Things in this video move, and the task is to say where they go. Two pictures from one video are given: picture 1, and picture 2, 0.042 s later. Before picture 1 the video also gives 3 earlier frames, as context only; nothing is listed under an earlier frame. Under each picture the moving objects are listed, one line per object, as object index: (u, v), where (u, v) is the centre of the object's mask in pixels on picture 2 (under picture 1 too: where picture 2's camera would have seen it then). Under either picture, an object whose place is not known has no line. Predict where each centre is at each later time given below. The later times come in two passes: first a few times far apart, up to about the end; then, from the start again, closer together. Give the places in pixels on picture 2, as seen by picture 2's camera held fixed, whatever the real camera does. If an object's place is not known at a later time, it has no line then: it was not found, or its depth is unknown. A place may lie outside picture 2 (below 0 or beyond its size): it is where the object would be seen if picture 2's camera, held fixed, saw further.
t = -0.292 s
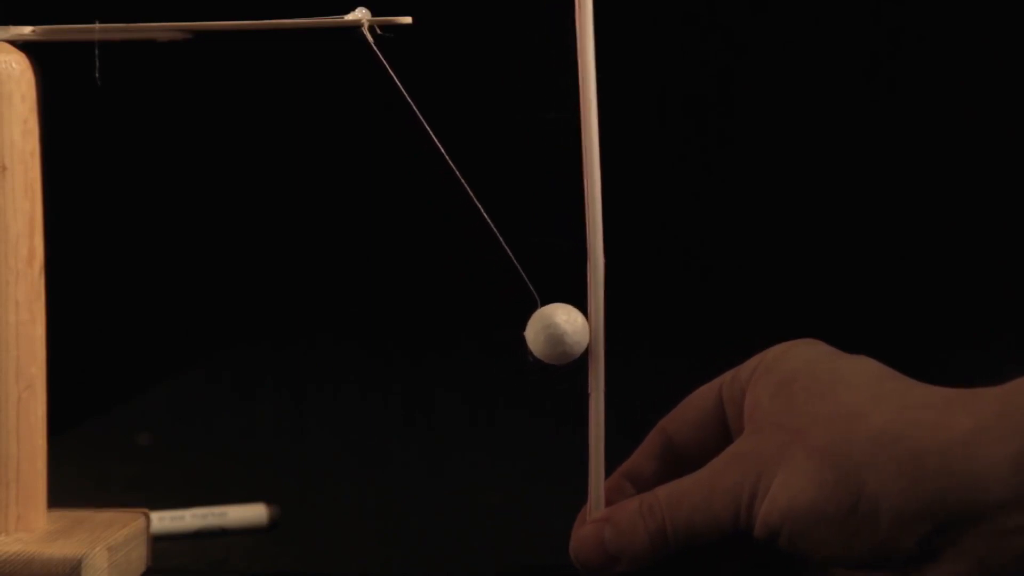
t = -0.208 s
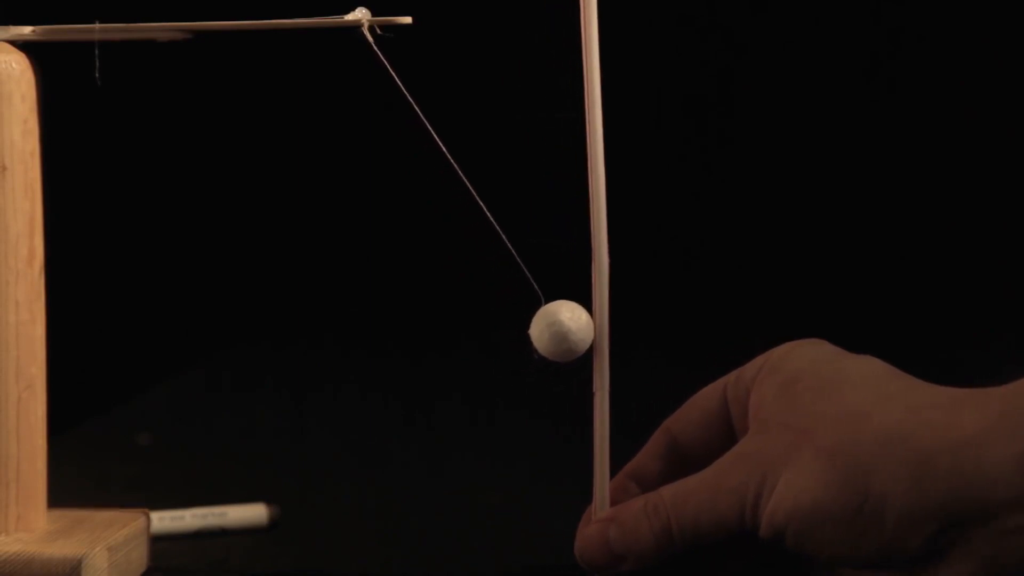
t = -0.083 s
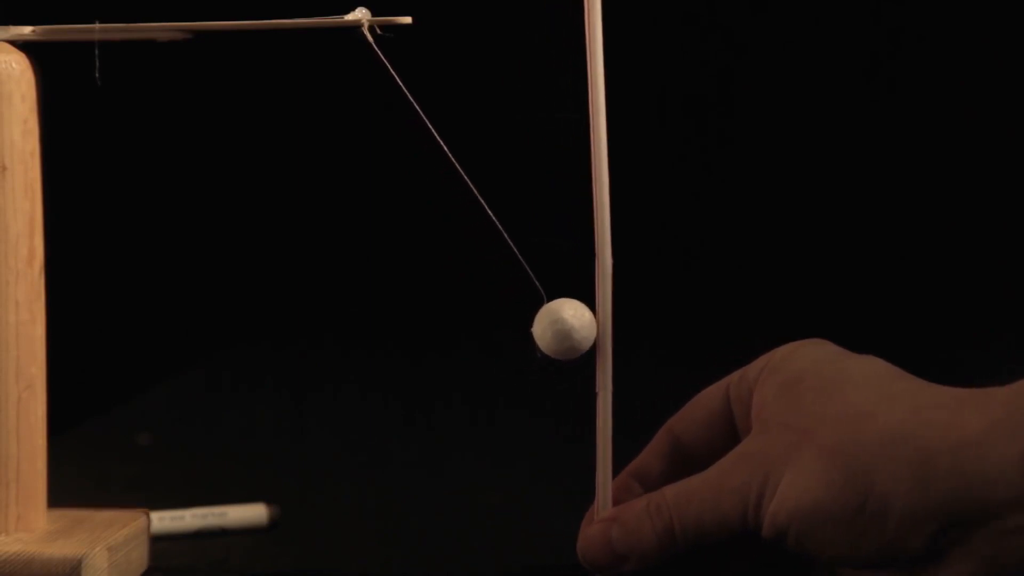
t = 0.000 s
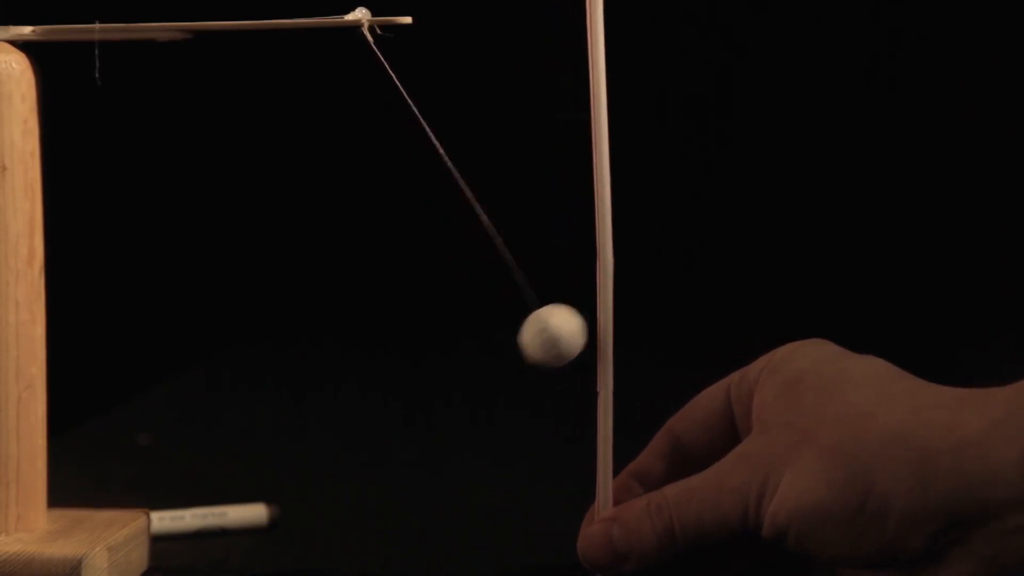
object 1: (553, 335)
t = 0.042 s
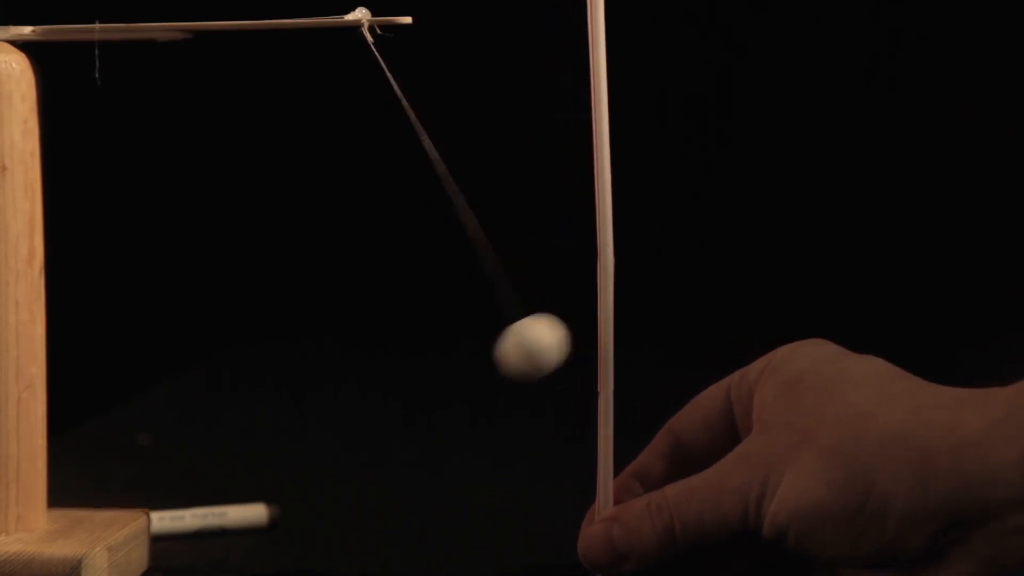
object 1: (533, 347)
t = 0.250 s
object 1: (272, 380)
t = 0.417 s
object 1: (228, 368)
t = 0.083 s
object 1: (498, 363)
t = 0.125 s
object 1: (448, 378)
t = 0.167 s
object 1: (388, 388)
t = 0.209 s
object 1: (326, 389)
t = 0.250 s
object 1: (272, 380)
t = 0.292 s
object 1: (233, 369)
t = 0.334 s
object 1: (211, 361)
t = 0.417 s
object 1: (228, 368)
